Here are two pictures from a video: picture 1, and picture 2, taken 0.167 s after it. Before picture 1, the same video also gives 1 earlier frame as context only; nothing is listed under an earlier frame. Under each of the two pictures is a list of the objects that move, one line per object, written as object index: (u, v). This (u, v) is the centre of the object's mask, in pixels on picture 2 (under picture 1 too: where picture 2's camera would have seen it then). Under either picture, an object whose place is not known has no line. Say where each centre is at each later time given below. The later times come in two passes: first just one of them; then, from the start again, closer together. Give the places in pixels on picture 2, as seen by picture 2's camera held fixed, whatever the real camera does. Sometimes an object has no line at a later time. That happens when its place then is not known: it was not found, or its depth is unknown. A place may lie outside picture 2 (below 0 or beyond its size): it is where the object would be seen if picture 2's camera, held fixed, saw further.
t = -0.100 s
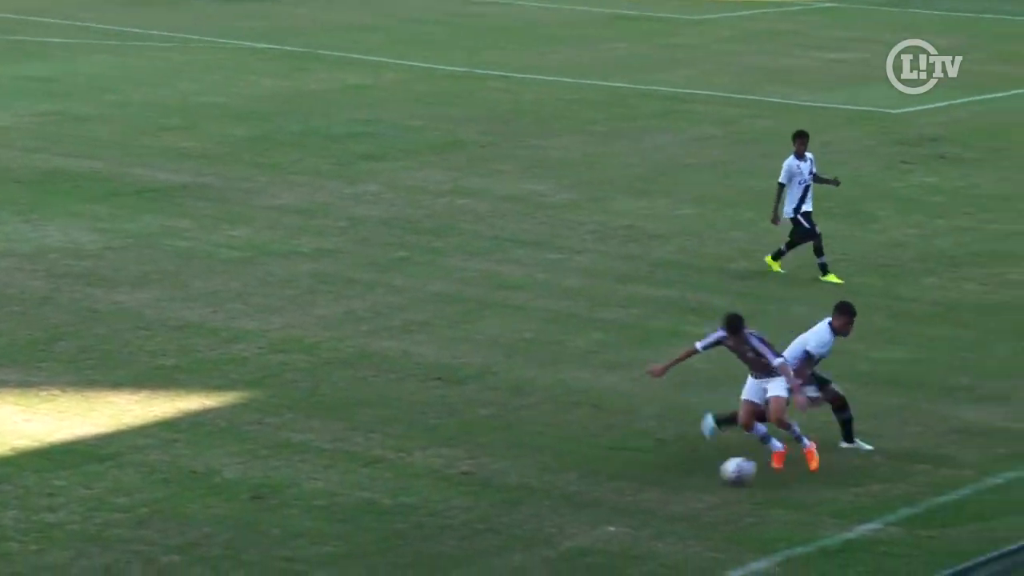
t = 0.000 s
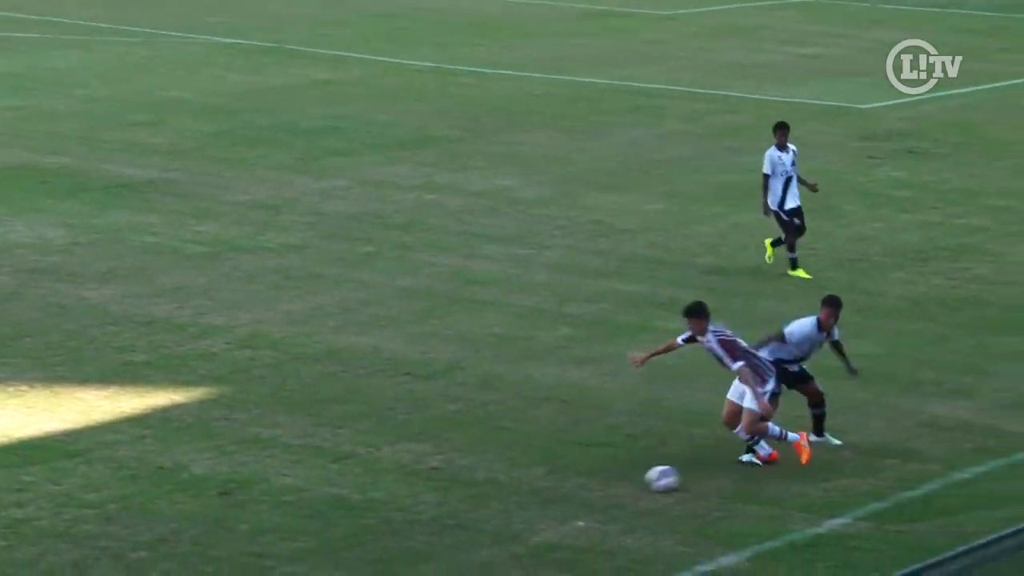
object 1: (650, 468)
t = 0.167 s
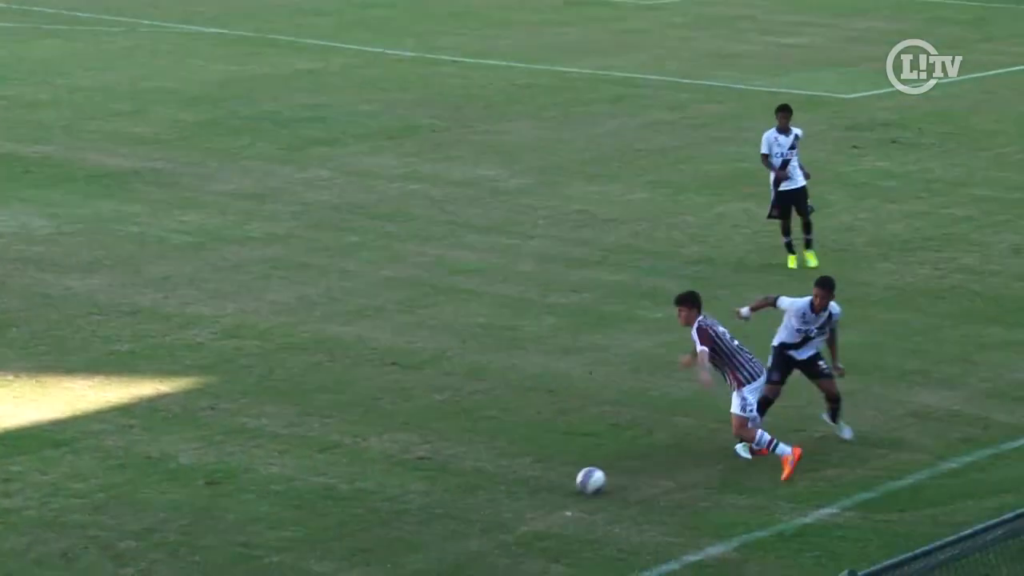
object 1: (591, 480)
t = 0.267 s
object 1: (565, 485)
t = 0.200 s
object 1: (582, 482)
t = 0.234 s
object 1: (573, 483)
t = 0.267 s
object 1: (565, 485)
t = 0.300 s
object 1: (554, 487)
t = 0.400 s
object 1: (528, 496)
